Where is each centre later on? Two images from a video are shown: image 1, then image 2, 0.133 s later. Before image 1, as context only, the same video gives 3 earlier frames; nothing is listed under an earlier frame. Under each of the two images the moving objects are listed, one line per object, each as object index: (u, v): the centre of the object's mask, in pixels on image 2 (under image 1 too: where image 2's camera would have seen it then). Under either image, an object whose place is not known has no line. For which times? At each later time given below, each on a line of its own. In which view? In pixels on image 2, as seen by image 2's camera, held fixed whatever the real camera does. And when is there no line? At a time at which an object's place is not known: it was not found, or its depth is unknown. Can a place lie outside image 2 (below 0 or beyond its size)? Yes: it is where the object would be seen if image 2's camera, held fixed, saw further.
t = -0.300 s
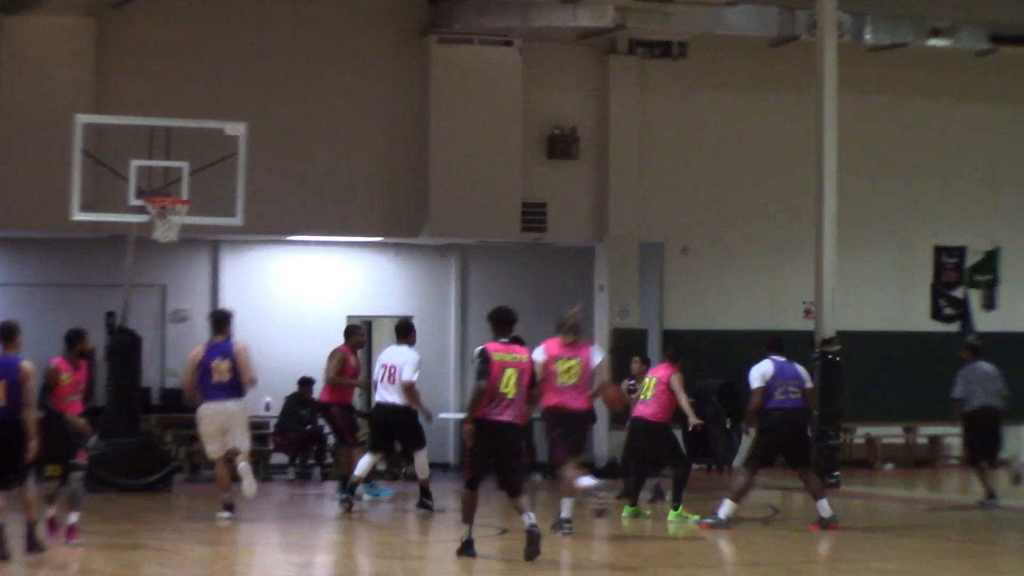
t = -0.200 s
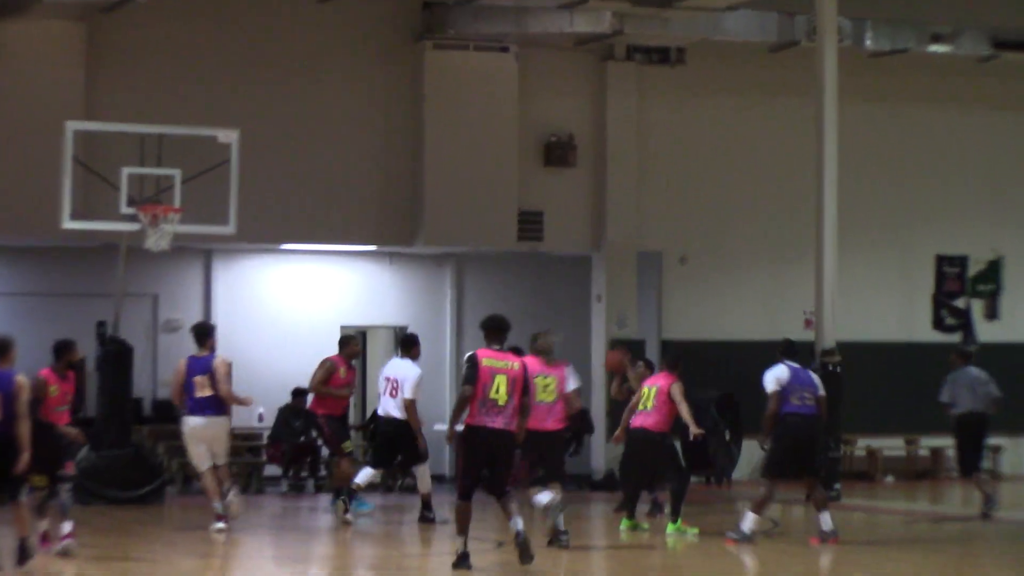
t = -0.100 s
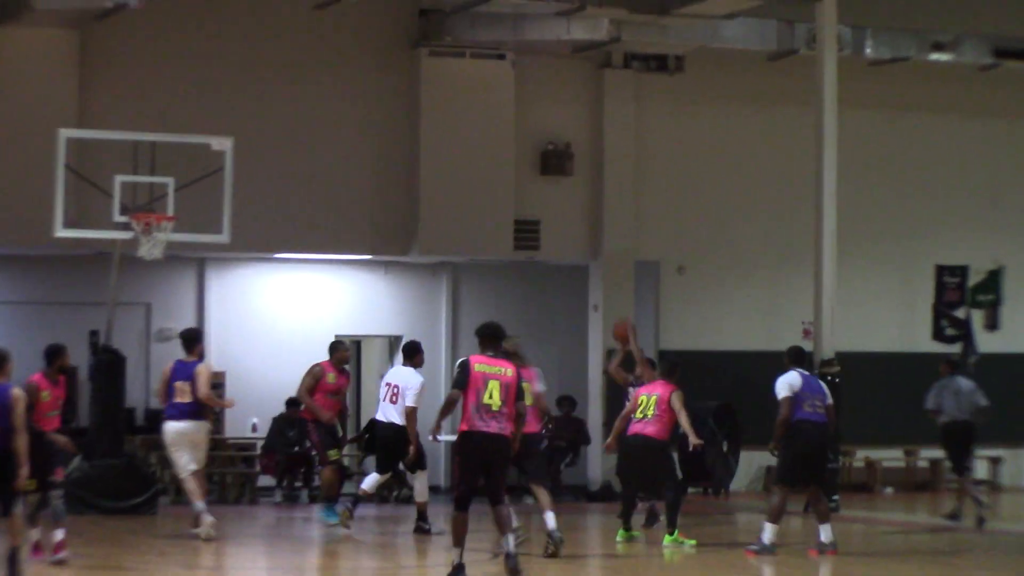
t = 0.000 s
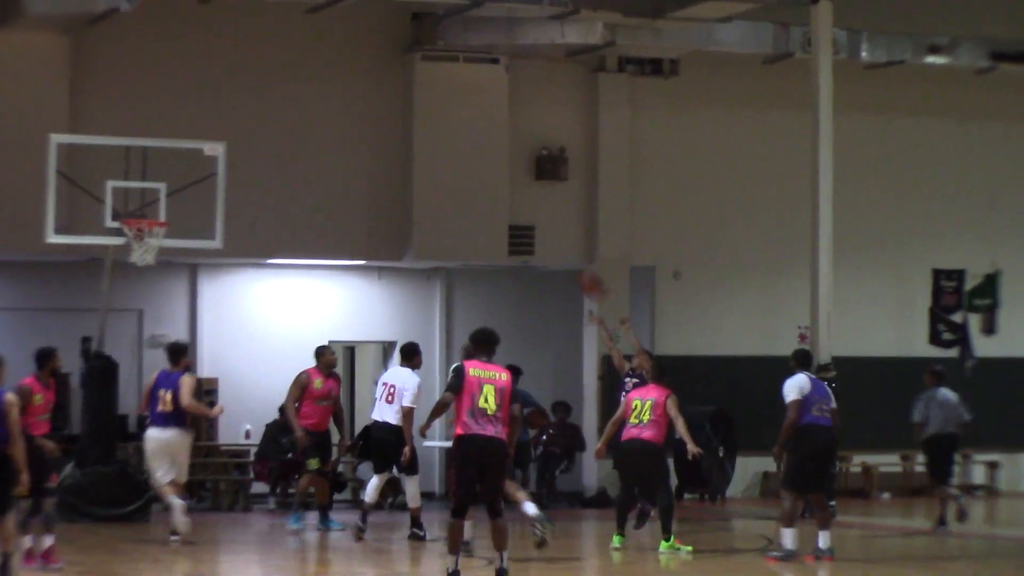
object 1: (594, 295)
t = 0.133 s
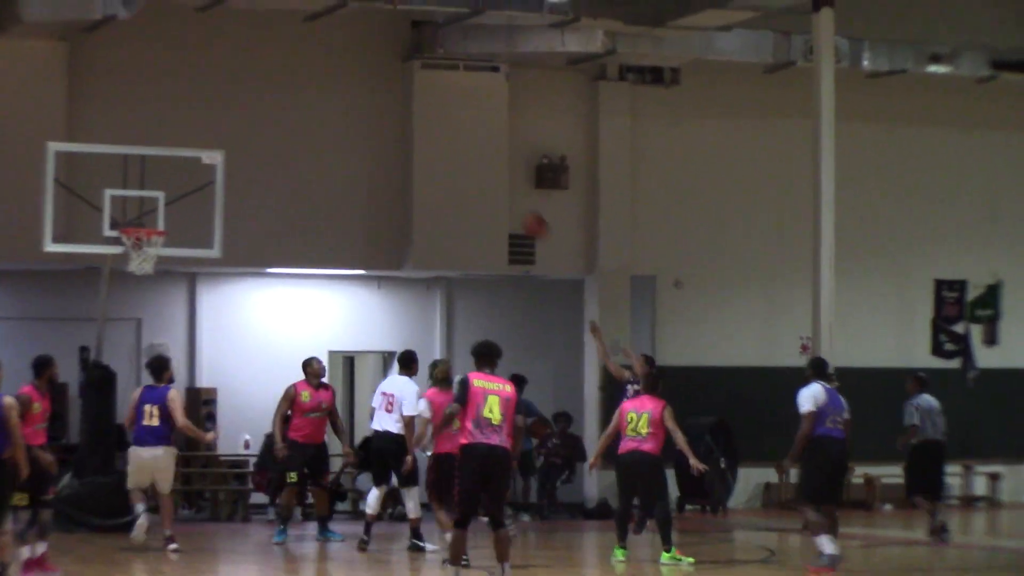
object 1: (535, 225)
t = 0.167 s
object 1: (520, 211)
